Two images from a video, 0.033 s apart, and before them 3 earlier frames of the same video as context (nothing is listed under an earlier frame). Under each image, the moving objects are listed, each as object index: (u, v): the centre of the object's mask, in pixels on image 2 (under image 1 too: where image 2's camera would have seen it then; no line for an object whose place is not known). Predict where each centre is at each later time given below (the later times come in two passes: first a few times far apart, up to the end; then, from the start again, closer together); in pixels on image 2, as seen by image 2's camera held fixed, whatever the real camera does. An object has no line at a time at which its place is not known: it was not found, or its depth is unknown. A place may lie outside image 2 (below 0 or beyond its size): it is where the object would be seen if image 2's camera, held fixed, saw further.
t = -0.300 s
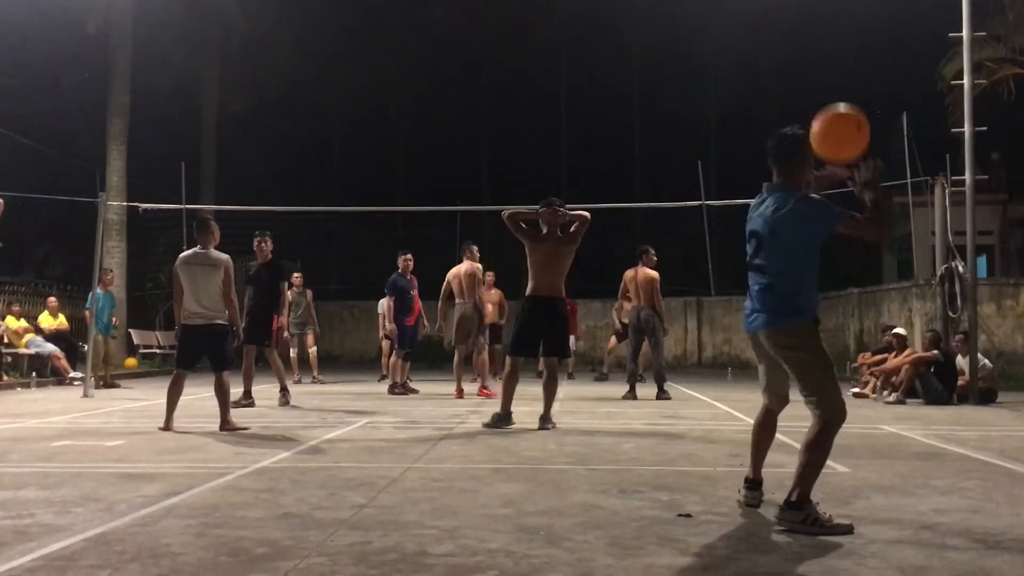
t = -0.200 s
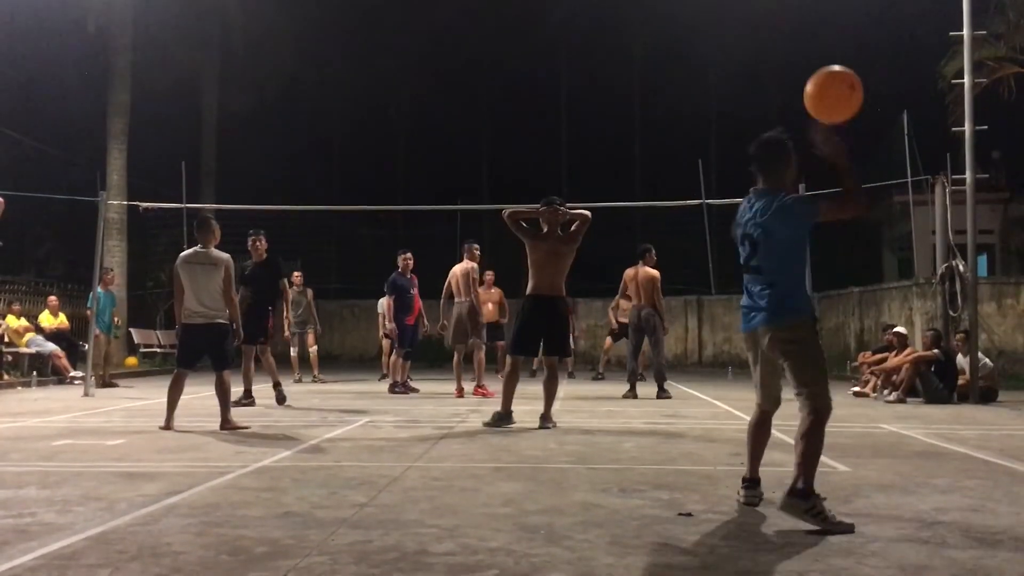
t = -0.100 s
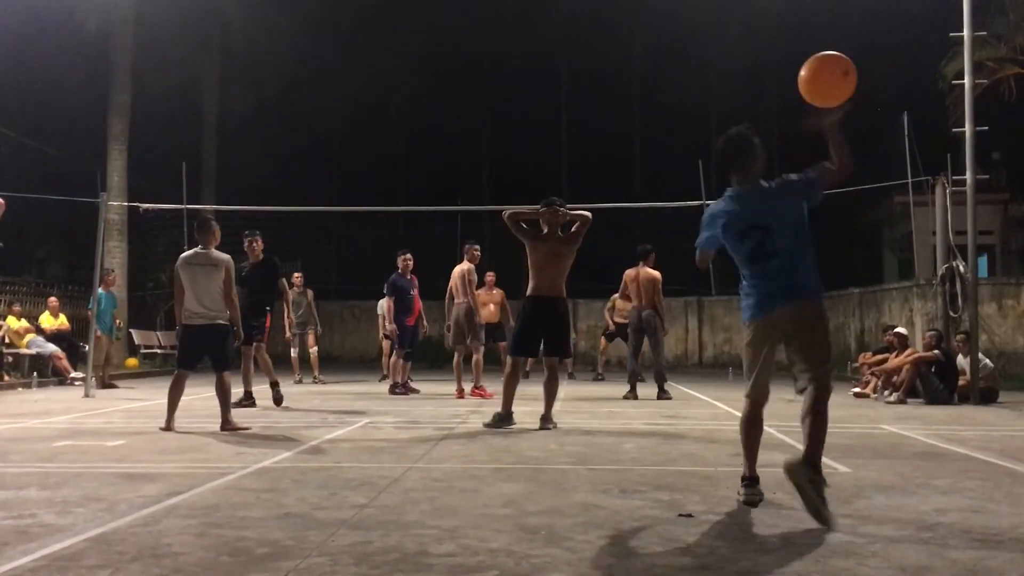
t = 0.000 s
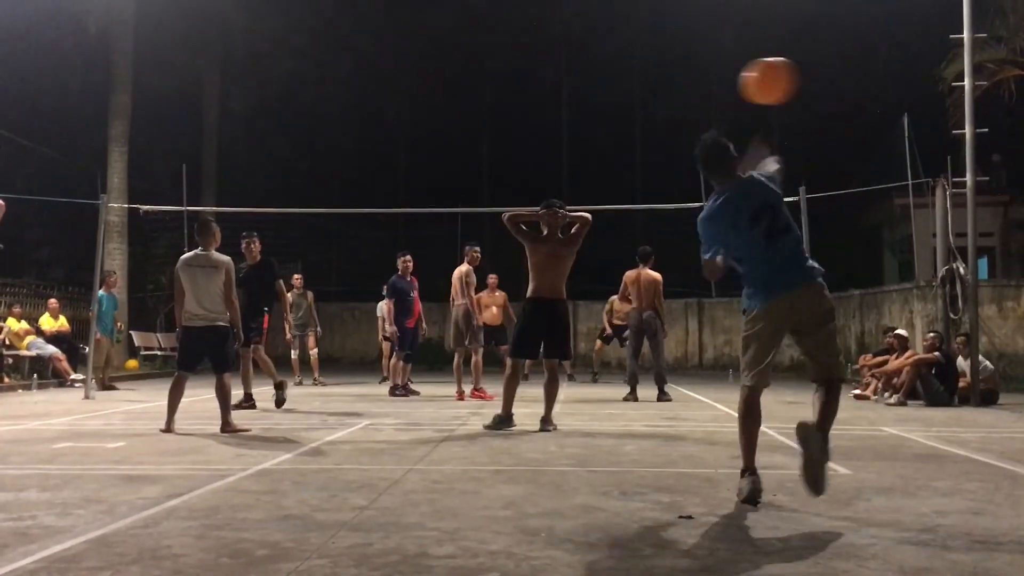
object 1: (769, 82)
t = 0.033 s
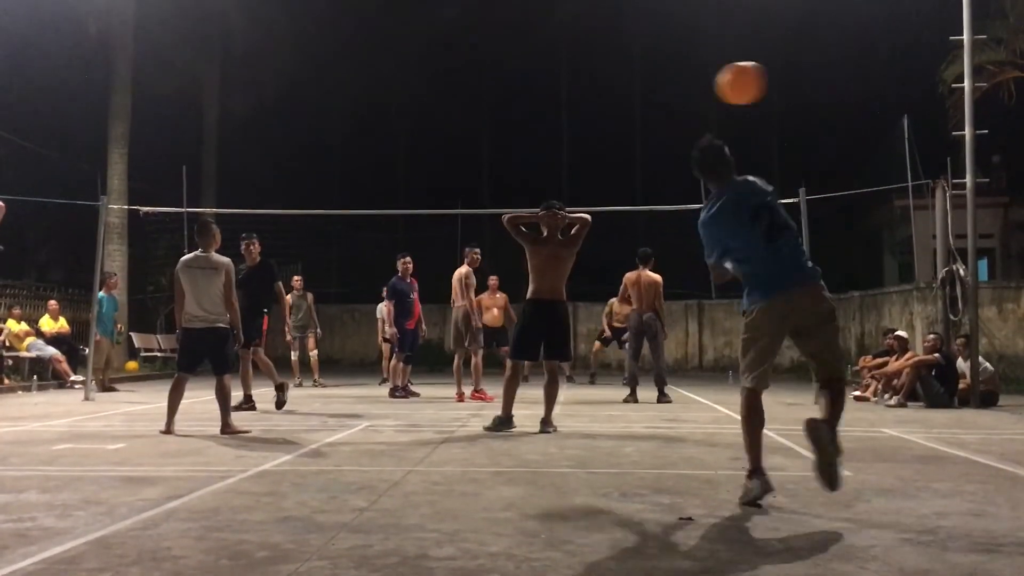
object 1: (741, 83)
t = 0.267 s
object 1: (645, 130)
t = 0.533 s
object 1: (592, 214)
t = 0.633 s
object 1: (579, 250)
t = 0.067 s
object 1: (719, 84)
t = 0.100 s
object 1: (702, 88)
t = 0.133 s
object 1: (688, 94)
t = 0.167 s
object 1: (675, 102)
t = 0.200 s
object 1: (664, 110)
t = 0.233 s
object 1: (654, 120)
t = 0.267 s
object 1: (645, 130)
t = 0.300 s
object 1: (636, 139)
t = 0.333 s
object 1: (629, 149)
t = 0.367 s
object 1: (622, 159)
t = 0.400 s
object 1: (615, 170)
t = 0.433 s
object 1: (608, 181)
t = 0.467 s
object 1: (602, 192)
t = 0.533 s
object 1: (592, 214)
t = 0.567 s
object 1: (589, 227)
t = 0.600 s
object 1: (584, 239)
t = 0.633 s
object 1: (579, 250)
